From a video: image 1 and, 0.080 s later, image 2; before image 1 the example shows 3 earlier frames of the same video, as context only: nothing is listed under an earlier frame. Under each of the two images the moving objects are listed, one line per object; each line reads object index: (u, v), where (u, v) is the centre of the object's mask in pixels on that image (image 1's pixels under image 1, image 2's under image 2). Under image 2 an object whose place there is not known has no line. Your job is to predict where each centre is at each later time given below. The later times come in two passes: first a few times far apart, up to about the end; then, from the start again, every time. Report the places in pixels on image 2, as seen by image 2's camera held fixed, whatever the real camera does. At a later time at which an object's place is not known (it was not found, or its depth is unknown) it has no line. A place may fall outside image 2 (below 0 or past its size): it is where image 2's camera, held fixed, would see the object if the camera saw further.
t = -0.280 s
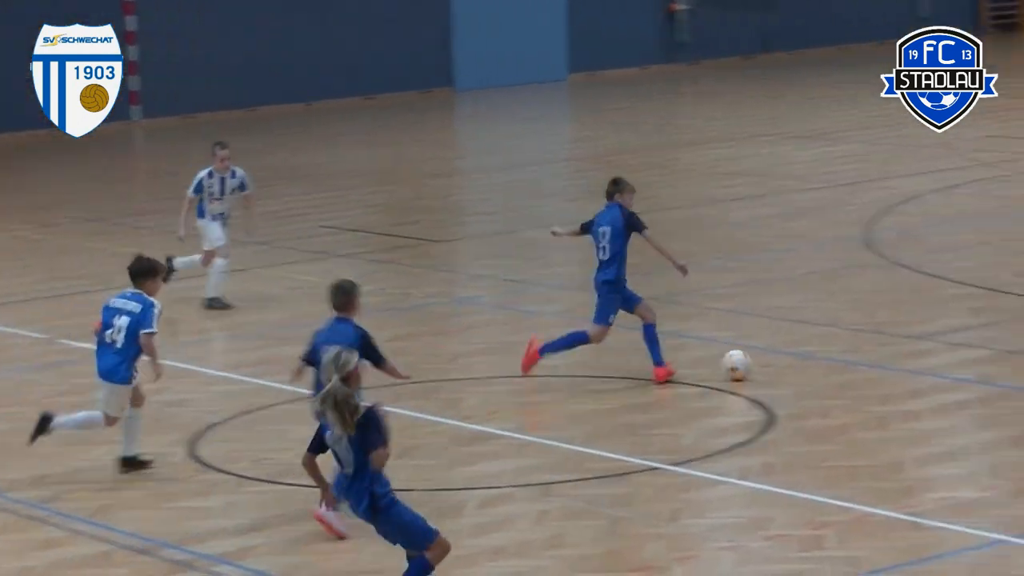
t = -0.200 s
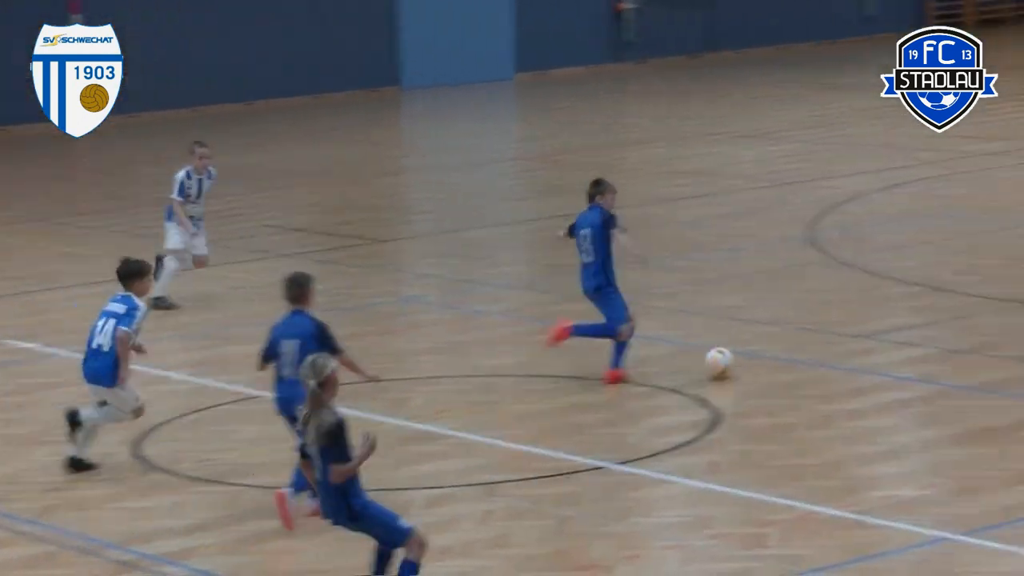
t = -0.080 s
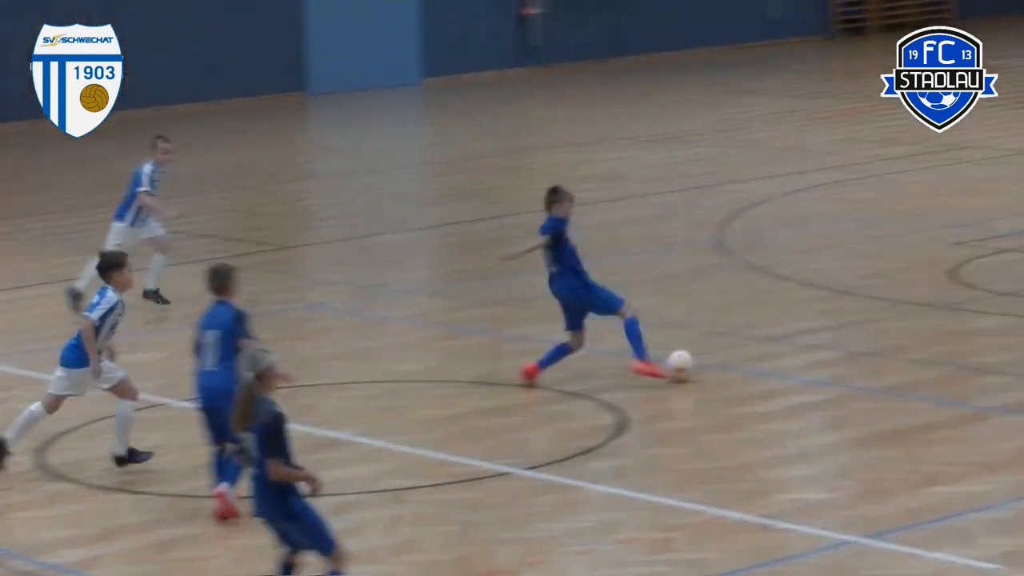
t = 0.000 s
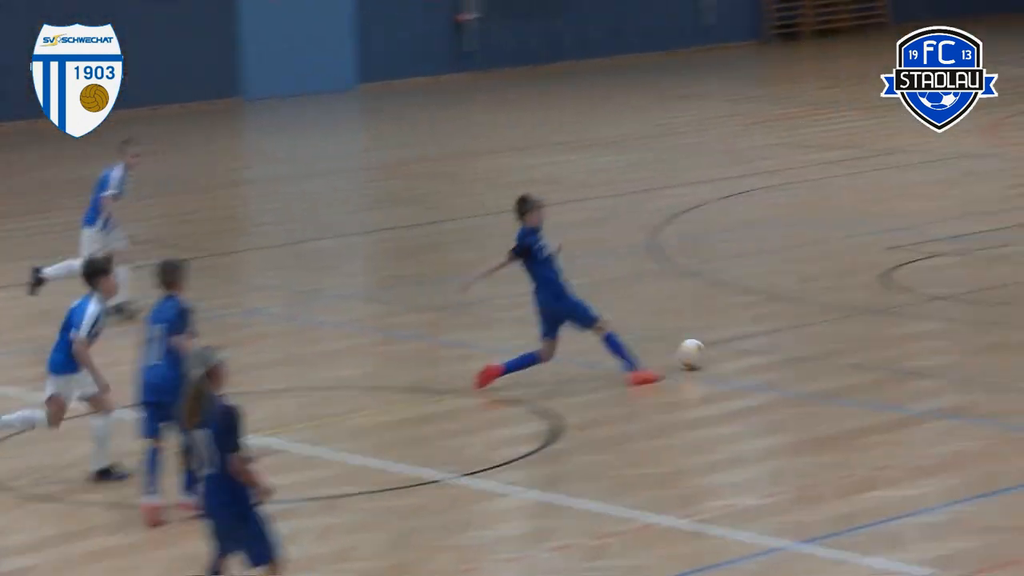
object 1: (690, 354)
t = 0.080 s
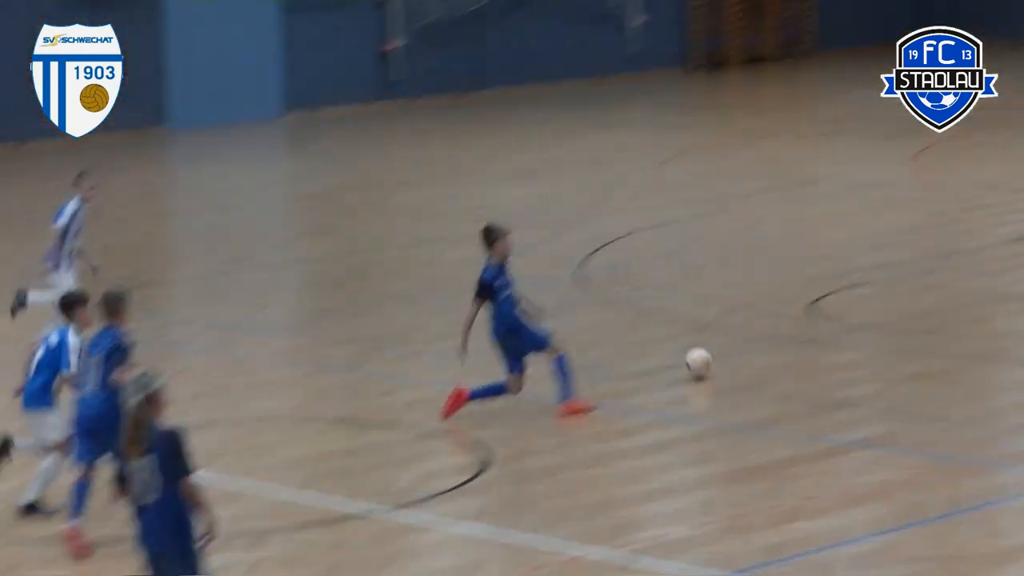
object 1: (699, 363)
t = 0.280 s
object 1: (854, 323)
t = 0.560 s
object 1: (1021, 281)
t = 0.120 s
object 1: (734, 355)
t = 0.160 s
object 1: (765, 346)
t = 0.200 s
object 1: (796, 339)
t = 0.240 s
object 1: (825, 331)
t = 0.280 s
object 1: (854, 323)
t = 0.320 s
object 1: (881, 317)
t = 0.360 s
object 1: (907, 310)
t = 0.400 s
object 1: (932, 303)
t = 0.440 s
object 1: (955, 297)
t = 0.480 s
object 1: (978, 292)
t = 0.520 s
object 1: (1000, 286)
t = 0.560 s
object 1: (1021, 281)
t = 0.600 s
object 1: (1041, 276)
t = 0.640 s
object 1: (1060, 271)
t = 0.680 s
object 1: (1081, 267)
